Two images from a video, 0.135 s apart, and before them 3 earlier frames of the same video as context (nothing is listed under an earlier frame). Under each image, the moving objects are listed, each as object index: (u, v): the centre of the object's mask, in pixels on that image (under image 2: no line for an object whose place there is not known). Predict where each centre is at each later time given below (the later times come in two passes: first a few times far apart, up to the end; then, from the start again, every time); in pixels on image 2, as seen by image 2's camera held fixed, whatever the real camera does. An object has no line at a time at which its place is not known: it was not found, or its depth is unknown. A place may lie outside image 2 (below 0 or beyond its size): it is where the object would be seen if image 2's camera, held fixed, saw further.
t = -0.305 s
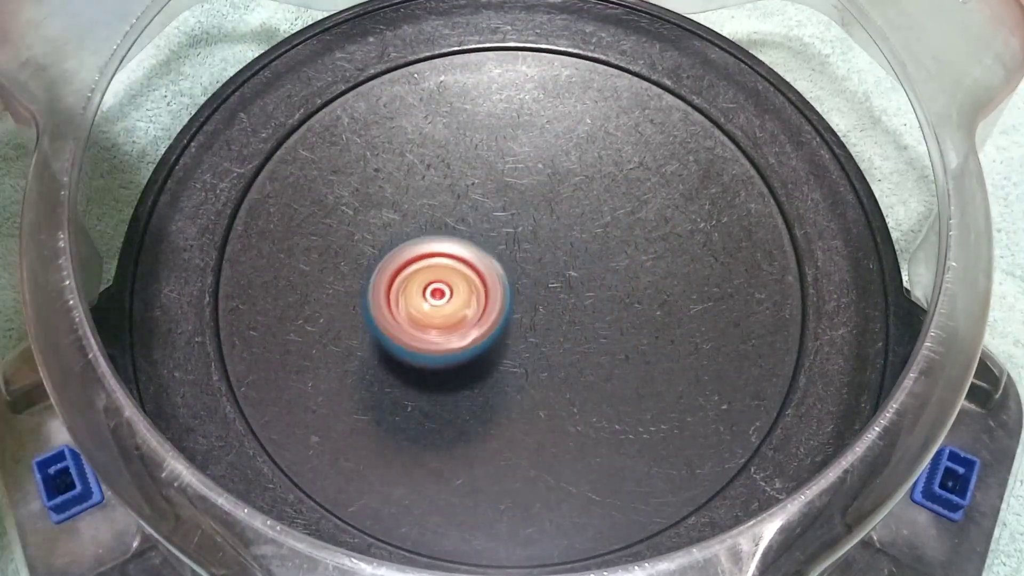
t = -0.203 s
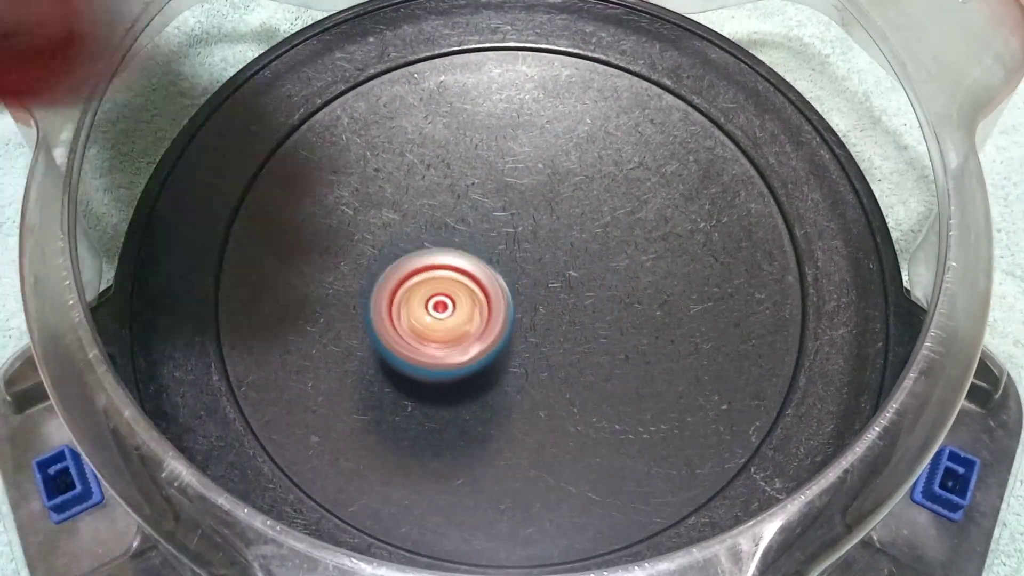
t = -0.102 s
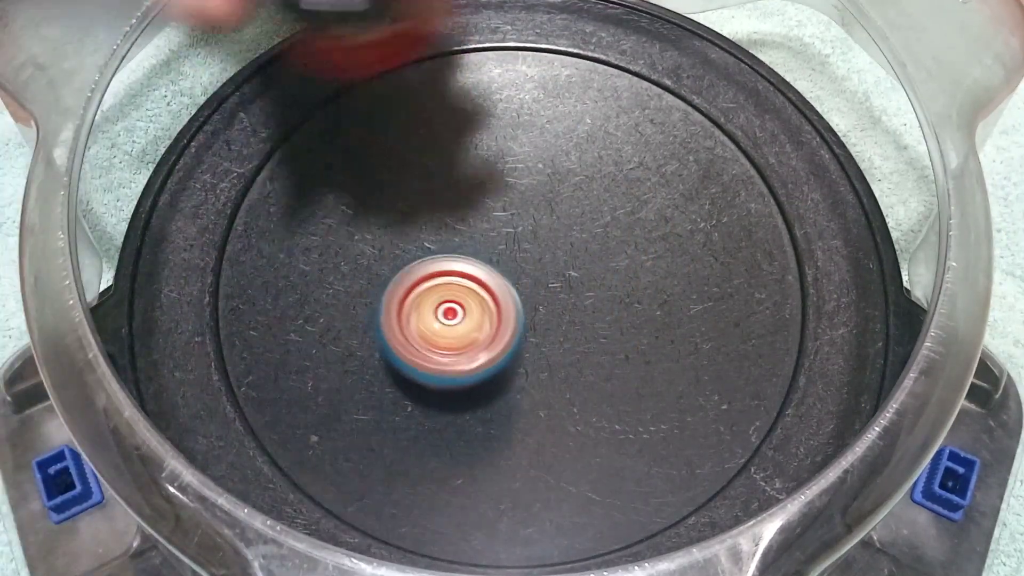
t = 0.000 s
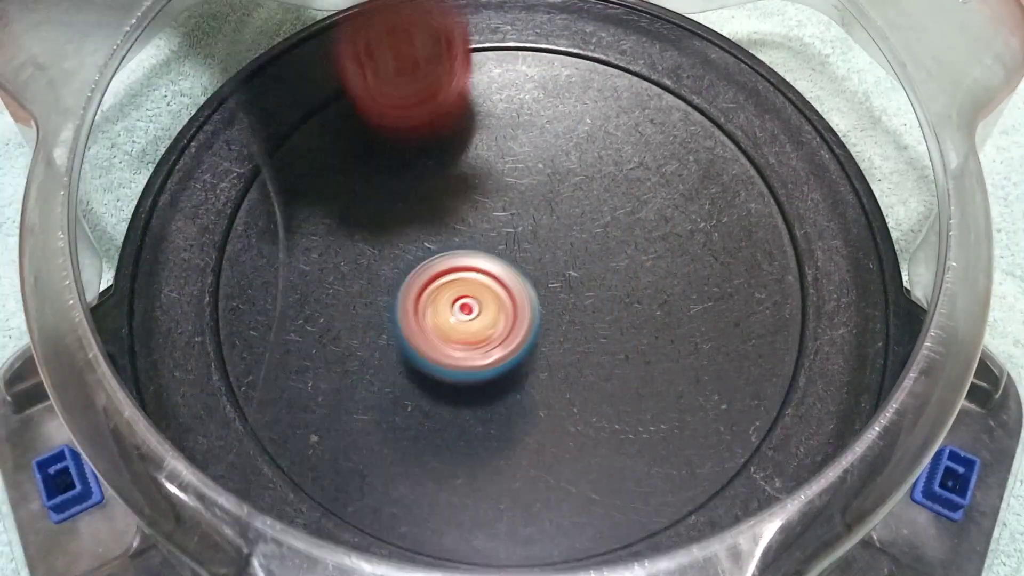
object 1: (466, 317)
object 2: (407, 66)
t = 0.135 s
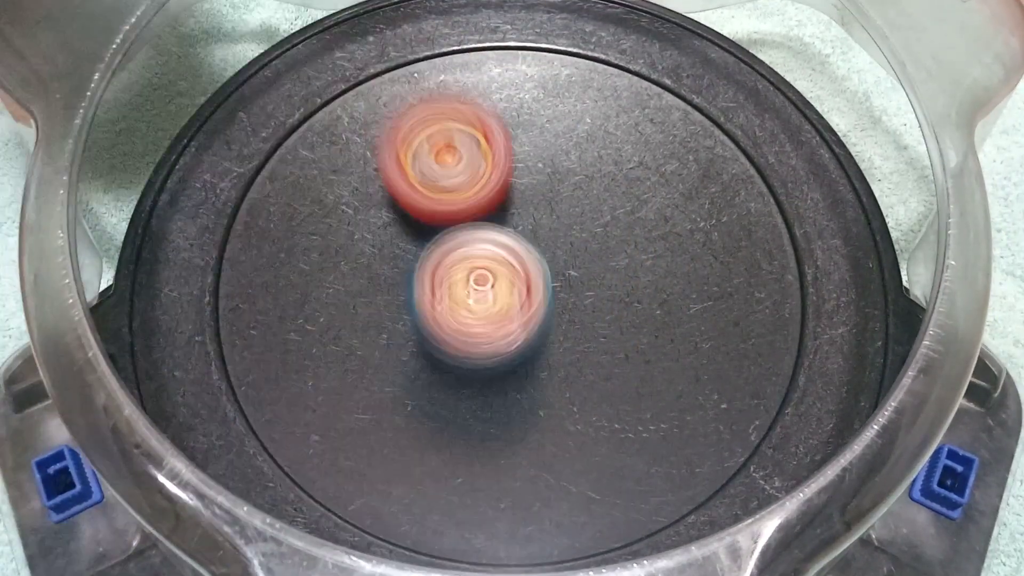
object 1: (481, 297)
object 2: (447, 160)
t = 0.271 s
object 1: (520, 402)
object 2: (485, 162)
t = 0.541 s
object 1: (683, 394)
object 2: (566, 196)
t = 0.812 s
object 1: (599, 386)
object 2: (483, 48)
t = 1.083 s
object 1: (445, 305)
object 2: (445, 173)
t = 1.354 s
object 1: (359, 454)
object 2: (503, 179)
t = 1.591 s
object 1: (436, 409)
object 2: (526, 206)
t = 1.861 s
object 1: (368, 311)
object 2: (616, 224)
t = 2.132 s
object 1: (310, 265)
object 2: (609, 214)
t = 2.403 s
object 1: (352, 230)
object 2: (560, 290)
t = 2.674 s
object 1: (437, 176)
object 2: (557, 372)
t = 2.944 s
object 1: (510, 130)
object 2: (542, 336)
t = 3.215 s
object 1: (558, 129)
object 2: (450, 300)
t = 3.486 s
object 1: (606, 181)
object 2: (392, 289)
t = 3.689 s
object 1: (631, 231)
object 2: (422, 273)
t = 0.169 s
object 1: (485, 336)
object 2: (457, 155)
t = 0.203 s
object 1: (491, 367)
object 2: (468, 151)
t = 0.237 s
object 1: (503, 389)
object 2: (477, 156)
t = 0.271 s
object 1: (520, 402)
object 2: (485, 162)
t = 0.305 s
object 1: (540, 408)
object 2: (494, 169)
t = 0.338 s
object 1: (562, 407)
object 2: (503, 177)
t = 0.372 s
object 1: (585, 401)
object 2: (511, 187)
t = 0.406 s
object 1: (607, 390)
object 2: (521, 198)
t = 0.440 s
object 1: (627, 376)
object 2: (533, 209)
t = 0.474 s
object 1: (641, 357)
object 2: (547, 220)
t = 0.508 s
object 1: (648, 343)
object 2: (562, 227)
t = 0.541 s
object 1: (683, 394)
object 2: (566, 196)
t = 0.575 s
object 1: (713, 447)
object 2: (561, 149)
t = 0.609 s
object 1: (727, 476)
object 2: (556, 109)
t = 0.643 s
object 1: (706, 480)
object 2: (549, 74)
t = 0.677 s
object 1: (686, 473)
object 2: (540, 56)
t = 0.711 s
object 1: (663, 460)
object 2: (527, 46)
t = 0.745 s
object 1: (639, 436)
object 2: (511, 43)
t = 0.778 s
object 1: (616, 408)
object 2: (496, 45)
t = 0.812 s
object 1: (599, 386)
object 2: (483, 48)
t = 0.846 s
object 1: (583, 365)
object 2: (471, 55)
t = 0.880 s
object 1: (567, 346)
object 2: (460, 66)
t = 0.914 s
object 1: (550, 331)
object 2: (452, 81)
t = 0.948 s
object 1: (532, 319)
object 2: (447, 98)
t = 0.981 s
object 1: (511, 309)
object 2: (443, 116)
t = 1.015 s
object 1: (490, 304)
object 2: (441, 134)
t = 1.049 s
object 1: (468, 301)
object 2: (441, 156)
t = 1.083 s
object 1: (445, 305)
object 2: (445, 173)
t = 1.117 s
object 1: (412, 335)
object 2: (456, 170)
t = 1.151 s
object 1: (384, 367)
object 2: (468, 166)
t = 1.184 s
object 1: (363, 392)
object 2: (479, 164)
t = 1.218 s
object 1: (352, 410)
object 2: (486, 165)
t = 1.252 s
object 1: (348, 424)
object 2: (492, 168)
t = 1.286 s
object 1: (348, 438)
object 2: (496, 171)
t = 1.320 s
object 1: (352, 446)
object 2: (500, 175)
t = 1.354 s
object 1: (359, 454)
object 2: (503, 179)
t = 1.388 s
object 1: (369, 458)
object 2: (506, 182)
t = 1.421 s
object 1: (381, 457)
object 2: (510, 186)
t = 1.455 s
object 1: (393, 455)
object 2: (513, 189)
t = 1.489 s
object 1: (405, 448)
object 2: (515, 193)
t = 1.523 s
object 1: (417, 439)
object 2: (518, 197)
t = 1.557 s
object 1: (427, 426)
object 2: (521, 201)
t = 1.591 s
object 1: (436, 409)
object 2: (526, 206)
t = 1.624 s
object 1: (443, 391)
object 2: (531, 211)
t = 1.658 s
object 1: (448, 371)
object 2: (537, 217)
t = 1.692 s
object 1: (453, 352)
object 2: (544, 224)
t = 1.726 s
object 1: (454, 333)
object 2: (551, 231)
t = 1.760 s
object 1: (433, 326)
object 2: (569, 230)
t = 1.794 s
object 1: (405, 323)
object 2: (591, 227)
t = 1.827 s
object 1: (384, 317)
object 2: (605, 226)
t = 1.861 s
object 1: (368, 311)
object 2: (616, 224)
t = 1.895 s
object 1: (357, 305)
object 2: (624, 221)
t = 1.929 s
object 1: (346, 299)
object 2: (629, 218)
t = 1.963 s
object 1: (338, 292)
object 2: (633, 215)
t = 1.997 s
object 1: (330, 286)
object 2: (633, 212)
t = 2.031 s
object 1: (323, 279)
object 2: (630, 211)
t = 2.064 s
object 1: (317, 274)
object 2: (625, 210)
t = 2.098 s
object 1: (312, 269)
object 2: (617, 212)
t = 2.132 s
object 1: (310, 265)
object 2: (609, 214)
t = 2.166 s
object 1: (309, 262)
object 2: (602, 217)
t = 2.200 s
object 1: (312, 258)
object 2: (594, 221)
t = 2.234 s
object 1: (316, 255)
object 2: (586, 228)
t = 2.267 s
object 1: (321, 251)
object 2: (579, 237)
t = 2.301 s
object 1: (326, 247)
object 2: (573, 249)
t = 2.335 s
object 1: (334, 242)
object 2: (568, 261)
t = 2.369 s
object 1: (343, 236)
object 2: (563, 275)
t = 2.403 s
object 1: (352, 230)
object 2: (560, 290)
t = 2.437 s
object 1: (362, 225)
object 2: (558, 304)
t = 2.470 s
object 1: (373, 219)
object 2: (557, 319)
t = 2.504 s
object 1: (385, 213)
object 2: (557, 332)
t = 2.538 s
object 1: (396, 205)
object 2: (557, 344)
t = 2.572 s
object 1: (407, 198)
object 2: (557, 355)
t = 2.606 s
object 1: (418, 191)
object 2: (557, 363)
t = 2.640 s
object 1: (428, 184)
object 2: (557, 369)
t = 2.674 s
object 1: (437, 176)
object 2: (557, 372)
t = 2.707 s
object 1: (447, 169)
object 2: (555, 372)
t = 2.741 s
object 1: (457, 162)
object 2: (554, 370)
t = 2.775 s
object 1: (465, 155)
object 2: (552, 366)
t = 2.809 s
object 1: (475, 149)
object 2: (551, 361)
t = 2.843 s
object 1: (483, 143)
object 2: (548, 355)
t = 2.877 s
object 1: (491, 139)
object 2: (547, 348)
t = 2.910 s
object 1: (501, 134)
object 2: (544, 342)
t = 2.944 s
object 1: (510, 130)
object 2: (542, 336)
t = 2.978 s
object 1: (518, 126)
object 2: (537, 331)
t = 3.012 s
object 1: (525, 123)
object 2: (529, 326)
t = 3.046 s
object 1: (532, 120)
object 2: (519, 320)
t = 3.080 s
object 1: (537, 120)
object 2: (507, 315)
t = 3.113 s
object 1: (543, 121)
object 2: (493, 310)
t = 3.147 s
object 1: (548, 123)
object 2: (479, 306)
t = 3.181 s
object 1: (553, 126)
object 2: (464, 303)
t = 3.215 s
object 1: (558, 129)
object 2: (450, 300)
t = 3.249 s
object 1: (564, 134)
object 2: (436, 299)
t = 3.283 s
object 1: (570, 139)
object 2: (424, 297)
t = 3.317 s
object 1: (575, 145)
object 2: (414, 296)
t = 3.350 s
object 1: (582, 152)
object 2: (404, 295)
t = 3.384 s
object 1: (588, 157)
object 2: (398, 294)
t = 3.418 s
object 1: (594, 165)
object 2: (393, 292)
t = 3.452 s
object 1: (600, 172)
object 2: (392, 291)
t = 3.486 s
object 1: (606, 181)
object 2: (392, 289)
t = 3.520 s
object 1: (611, 189)
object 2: (395, 287)
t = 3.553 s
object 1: (616, 196)
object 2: (400, 285)
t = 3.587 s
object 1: (621, 205)
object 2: (405, 283)
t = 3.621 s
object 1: (624, 213)
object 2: (411, 281)
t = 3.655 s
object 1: (628, 223)
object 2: (417, 277)
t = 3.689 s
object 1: (631, 231)
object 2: (422, 273)
